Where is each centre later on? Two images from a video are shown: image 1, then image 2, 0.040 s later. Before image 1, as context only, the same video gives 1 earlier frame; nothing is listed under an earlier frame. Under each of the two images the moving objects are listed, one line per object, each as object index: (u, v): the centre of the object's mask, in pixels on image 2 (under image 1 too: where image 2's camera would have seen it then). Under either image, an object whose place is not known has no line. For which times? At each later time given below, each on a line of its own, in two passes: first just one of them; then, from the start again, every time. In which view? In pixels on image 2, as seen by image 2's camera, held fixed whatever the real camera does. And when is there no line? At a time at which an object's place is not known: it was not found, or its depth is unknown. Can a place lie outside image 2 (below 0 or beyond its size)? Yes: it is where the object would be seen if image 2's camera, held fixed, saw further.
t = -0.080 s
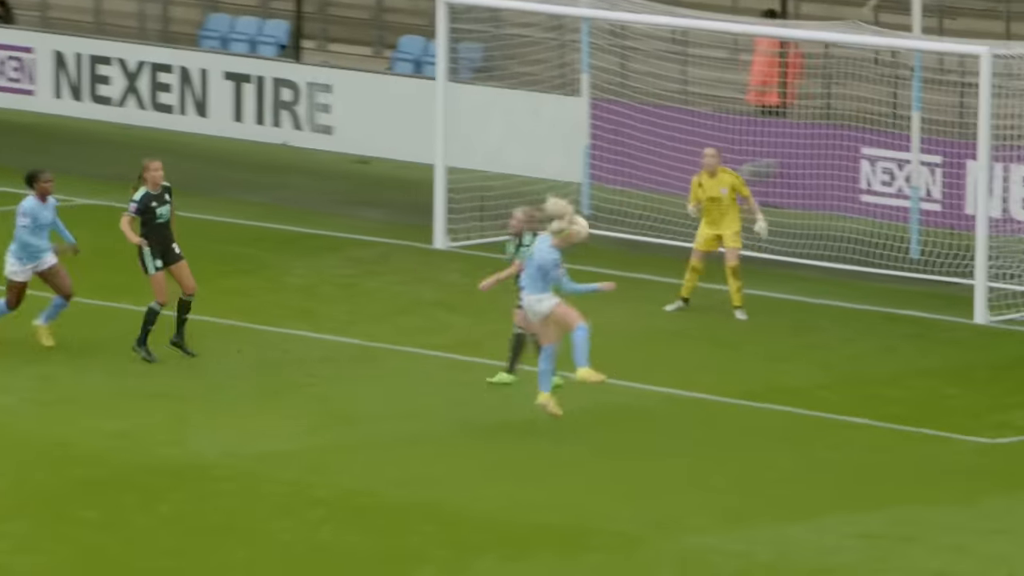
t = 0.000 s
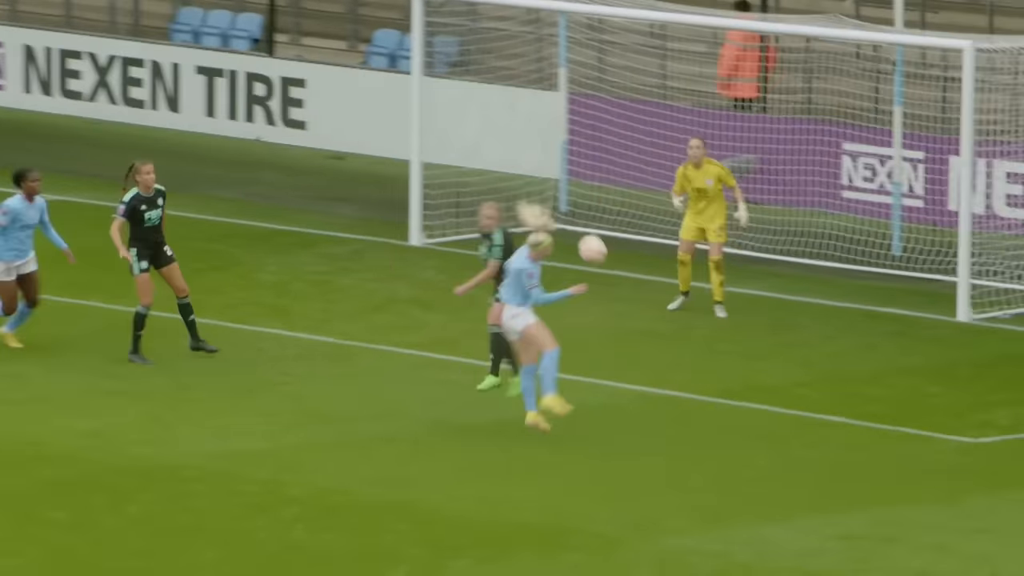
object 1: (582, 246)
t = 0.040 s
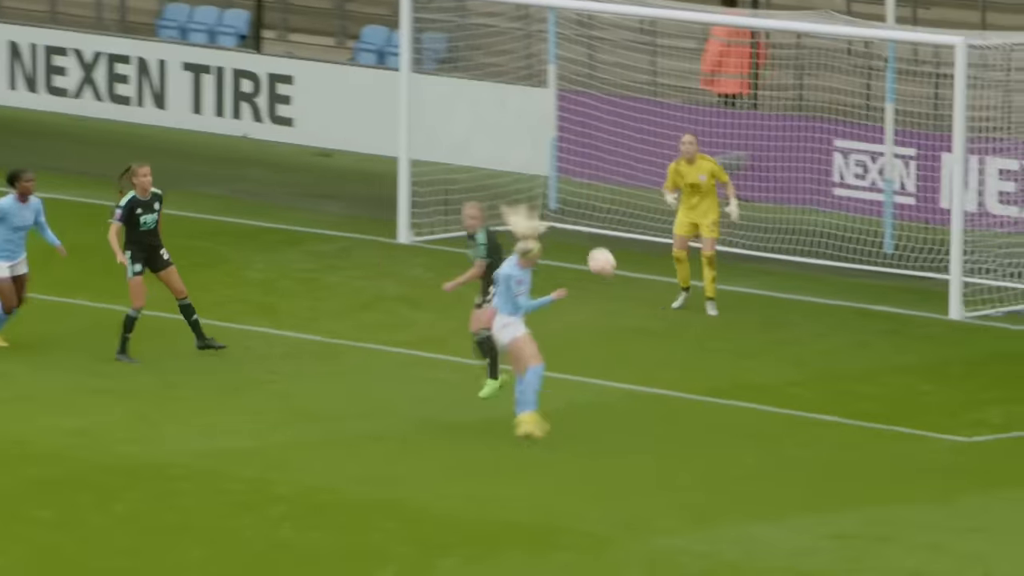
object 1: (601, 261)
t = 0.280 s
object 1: (719, 391)
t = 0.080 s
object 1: (621, 278)
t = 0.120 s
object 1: (640, 297)
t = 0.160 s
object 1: (660, 318)
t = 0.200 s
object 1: (679, 341)
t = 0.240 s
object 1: (699, 365)
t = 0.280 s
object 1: (719, 391)
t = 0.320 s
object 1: (734, 404)
